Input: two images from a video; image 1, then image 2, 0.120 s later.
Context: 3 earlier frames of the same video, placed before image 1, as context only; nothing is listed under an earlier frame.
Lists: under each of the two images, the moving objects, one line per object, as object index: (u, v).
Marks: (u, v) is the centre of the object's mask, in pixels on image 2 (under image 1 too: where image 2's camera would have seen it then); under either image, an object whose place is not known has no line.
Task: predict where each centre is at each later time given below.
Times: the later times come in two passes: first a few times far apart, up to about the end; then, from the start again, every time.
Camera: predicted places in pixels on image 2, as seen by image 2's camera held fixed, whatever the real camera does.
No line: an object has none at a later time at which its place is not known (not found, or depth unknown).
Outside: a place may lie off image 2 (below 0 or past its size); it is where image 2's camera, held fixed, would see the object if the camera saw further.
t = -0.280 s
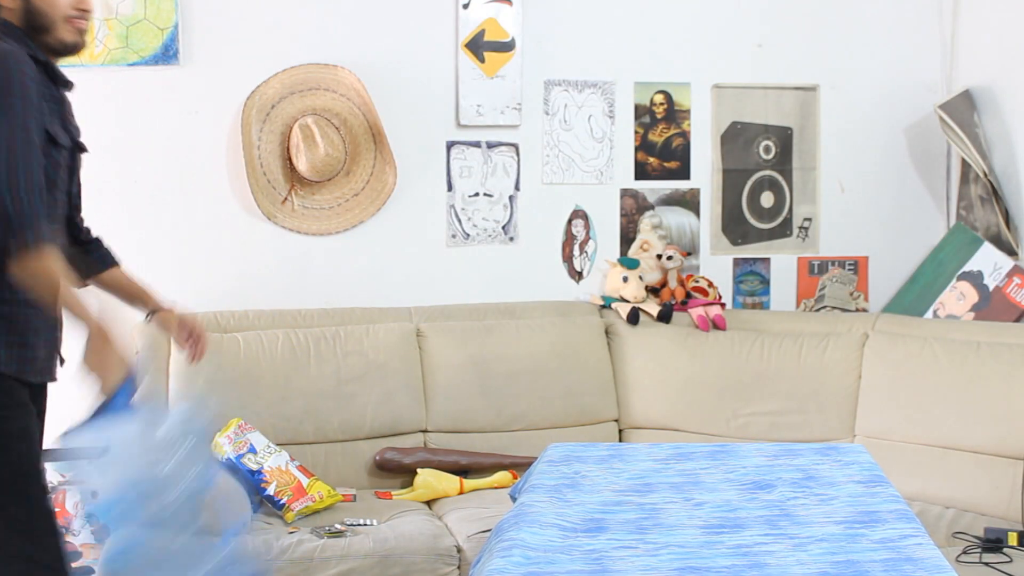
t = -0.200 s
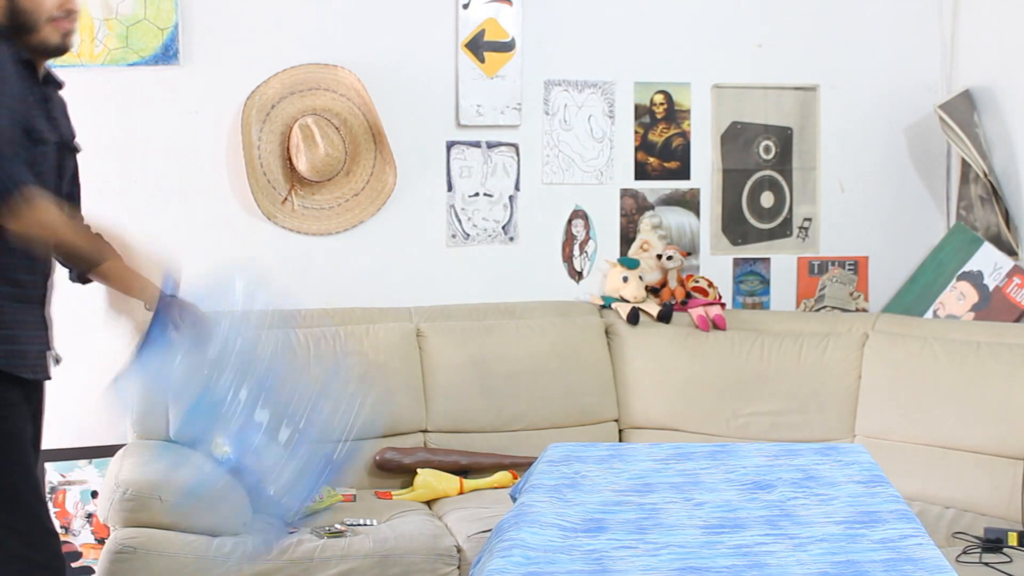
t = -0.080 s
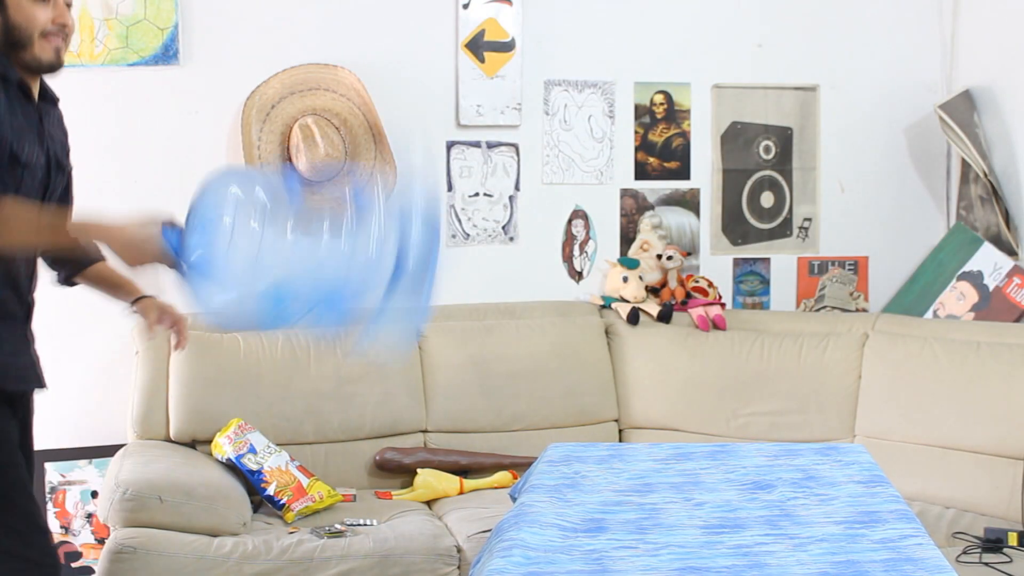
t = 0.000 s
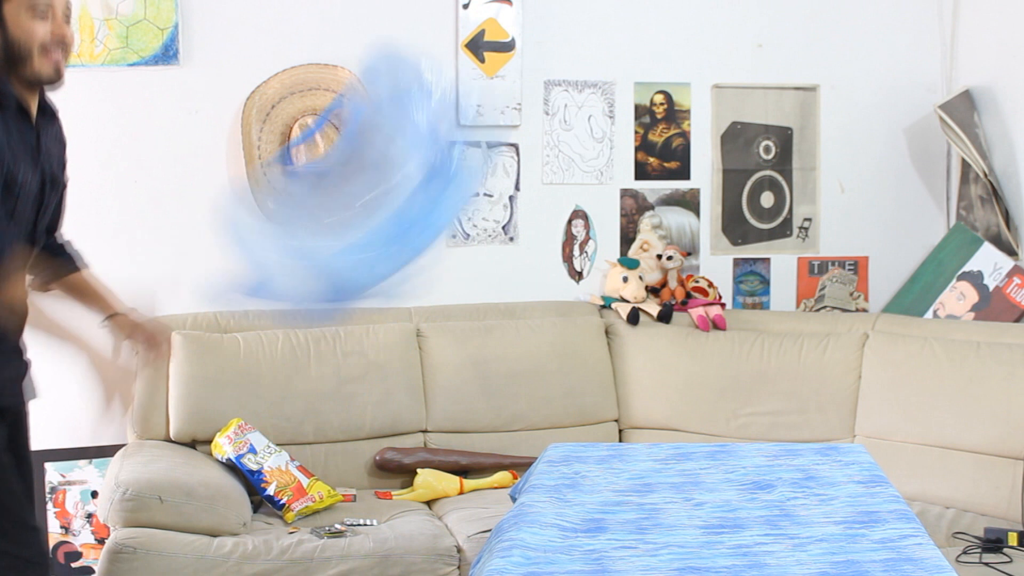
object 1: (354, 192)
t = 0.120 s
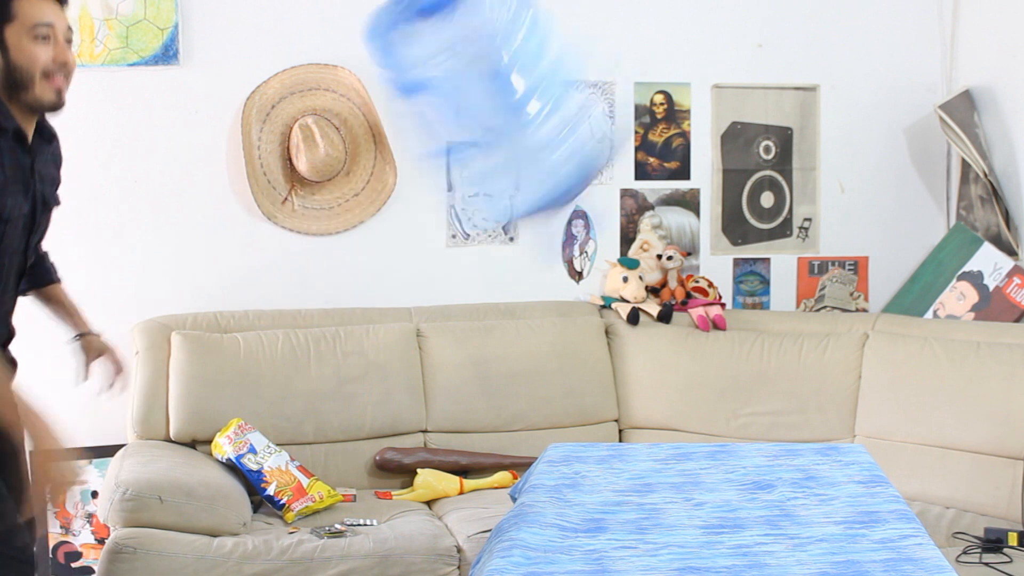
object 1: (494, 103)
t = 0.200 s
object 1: (559, 53)
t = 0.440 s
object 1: (637, 133)
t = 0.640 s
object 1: (660, 380)
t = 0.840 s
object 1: (657, 424)
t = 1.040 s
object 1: (659, 426)
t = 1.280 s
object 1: (657, 425)
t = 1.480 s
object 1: (658, 426)
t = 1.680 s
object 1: (657, 425)
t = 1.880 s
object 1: (657, 425)
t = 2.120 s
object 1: (655, 423)
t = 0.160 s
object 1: (542, 73)
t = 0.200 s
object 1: (559, 53)
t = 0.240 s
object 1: (583, 46)
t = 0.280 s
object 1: (573, 51)
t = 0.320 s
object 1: (581, 63)
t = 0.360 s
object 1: (599, 81)
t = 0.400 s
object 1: (626, 101)
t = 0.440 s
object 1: (637, 133)
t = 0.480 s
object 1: (653, 213)
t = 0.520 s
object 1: (667, 304)
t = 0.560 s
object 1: (678, 373)
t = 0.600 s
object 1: (674, 368)
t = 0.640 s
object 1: (660, 380)
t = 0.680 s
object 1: (659, 420)
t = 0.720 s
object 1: (658, 420)
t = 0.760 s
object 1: (657, 423)
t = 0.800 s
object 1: (656, 423)
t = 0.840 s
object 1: (657, 424)
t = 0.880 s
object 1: (657, 424)
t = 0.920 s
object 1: (658, 425)
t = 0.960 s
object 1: (658, 425)
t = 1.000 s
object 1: (658, 426)
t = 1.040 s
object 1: (659, 426)
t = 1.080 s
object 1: (658, 426)
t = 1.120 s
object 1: (658, 426)
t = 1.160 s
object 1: (658, 425)
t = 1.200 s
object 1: (657, 425)
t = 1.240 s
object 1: (657, 425)
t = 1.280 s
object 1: (657, 425)
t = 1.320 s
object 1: (658, 425)
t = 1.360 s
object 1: (658, 425)
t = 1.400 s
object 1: (658, 426)
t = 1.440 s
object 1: (658, 426)
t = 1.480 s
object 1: (658, 426)
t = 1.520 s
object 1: (658, 426)
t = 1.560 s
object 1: (658, 425)
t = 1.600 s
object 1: (657, 425)
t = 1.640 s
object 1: (657, 425)
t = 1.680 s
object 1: (657, 425)
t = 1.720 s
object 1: (657, 424)
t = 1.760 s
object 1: (657, 425)
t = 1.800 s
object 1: (656, 425)
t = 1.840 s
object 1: (657, 425)
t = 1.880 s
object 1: (657, 425)
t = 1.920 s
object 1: (657, 424)
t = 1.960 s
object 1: (656, 424)
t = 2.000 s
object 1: (656, 424)
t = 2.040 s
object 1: (656, 424)
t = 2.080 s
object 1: (656, 423)
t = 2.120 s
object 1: (655, 423)
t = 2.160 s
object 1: (655, 423)
